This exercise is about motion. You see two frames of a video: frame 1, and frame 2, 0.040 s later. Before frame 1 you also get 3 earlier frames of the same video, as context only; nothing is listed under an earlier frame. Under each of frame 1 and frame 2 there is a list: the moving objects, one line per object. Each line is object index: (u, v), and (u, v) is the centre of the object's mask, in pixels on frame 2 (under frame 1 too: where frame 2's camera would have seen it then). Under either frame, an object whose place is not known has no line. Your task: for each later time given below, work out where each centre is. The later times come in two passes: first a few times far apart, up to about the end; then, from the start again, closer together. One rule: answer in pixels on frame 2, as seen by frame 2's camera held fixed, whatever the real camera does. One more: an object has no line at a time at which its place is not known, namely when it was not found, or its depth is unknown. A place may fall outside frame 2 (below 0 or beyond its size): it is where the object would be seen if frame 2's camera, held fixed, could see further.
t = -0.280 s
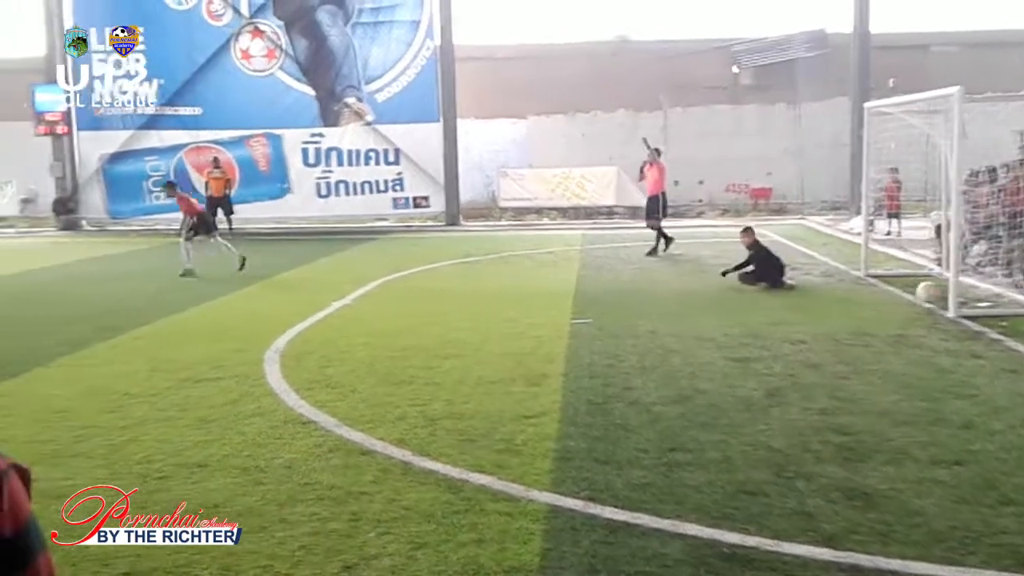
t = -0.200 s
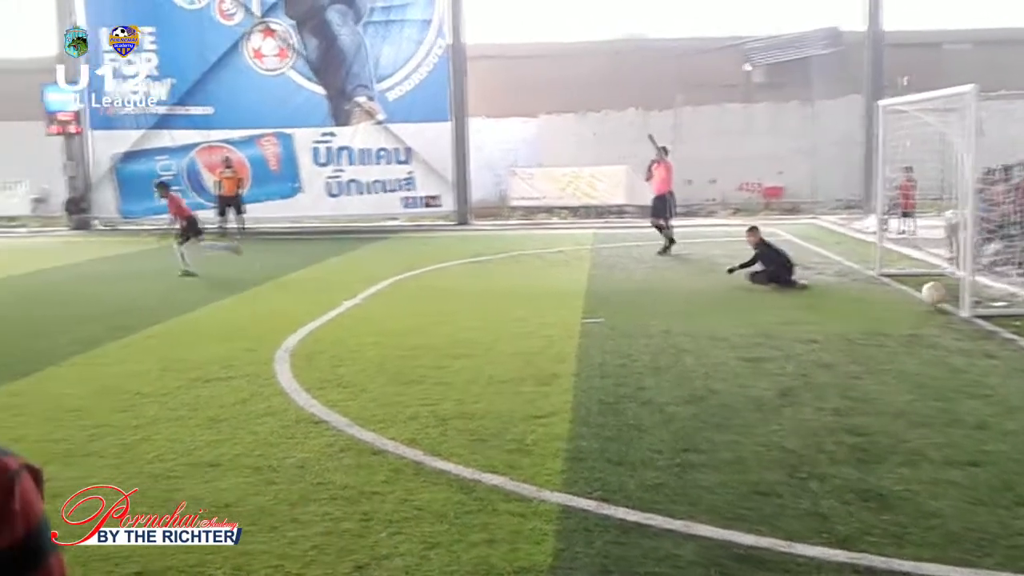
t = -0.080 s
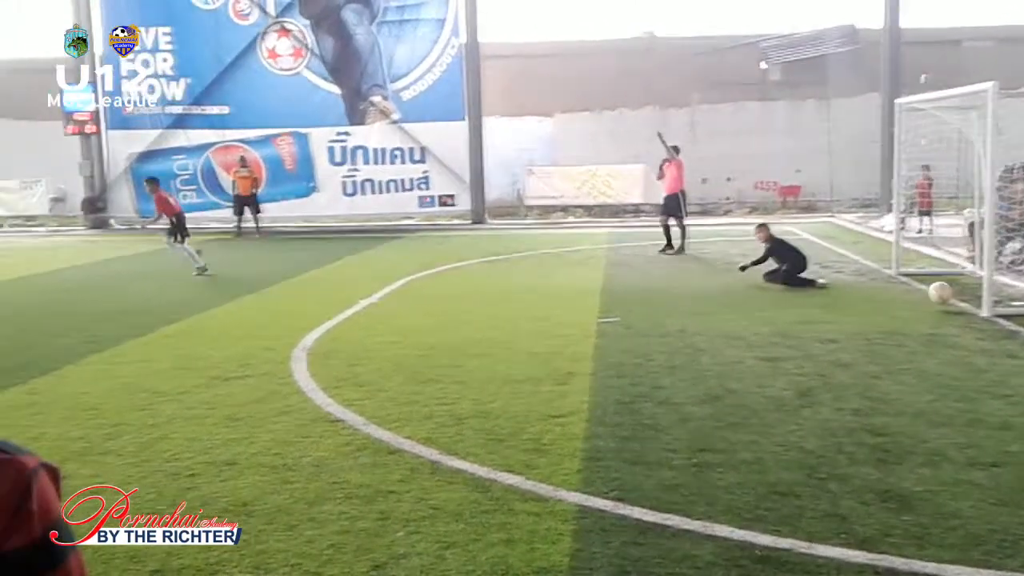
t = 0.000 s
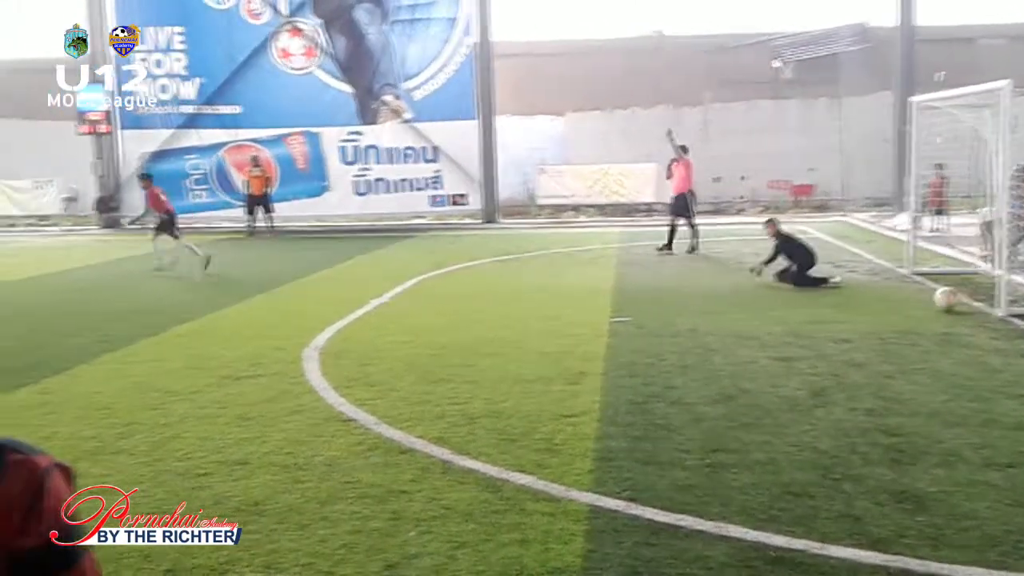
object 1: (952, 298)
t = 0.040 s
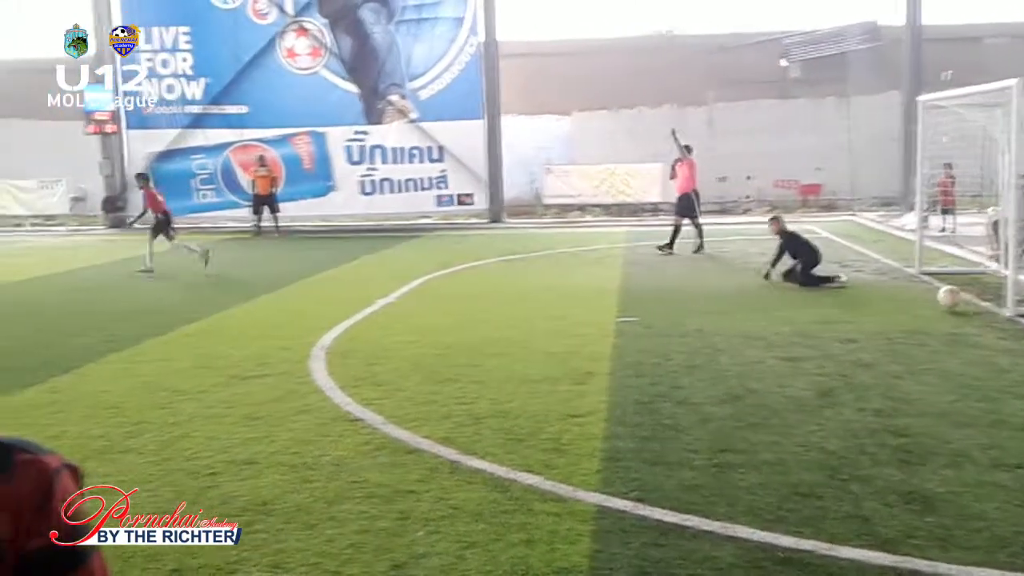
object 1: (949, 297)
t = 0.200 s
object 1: (935, 302)
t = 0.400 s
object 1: (916, 305)
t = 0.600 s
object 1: (895, 308)
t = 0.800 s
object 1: (876, 311)
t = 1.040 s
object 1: (854, 314)
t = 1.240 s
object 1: (836, 316)
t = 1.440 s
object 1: (819, 319)
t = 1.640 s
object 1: (803, 321)
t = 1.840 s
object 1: (787, 324)
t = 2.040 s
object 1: (774, 326)
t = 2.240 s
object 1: (760, 328)
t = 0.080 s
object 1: (946, 297)
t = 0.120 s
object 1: (941, 298)
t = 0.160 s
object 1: (939, 301)
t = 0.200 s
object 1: (935, 302)
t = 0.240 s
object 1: (932, 302)
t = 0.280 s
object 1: (928, 303)
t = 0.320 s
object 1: (923, 305)
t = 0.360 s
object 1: (919, 304)
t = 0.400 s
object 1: (916, 305)
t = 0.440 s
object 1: (912, 306)
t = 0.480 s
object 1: (909, 306)
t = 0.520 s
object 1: (904, 307)
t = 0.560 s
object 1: (900, 307)
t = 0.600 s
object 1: (895, 308)
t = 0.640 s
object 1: (892, 309)
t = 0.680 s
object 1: (889, 310)
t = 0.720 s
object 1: (885, 310)
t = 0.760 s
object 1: (880, 311)
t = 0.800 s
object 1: (876, 311)
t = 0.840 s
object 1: (873, 311)
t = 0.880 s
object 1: (870, 312)
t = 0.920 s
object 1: (866, 312)
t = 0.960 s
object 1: (862, 313)
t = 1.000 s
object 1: (858, 314)
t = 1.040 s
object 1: (854, 314)
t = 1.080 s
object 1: (851, 314)
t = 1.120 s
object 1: (848, 315)
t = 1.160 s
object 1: (844, 315)
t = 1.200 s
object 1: (840, 316)
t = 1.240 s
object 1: (836, 316)
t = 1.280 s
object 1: (833, 317)
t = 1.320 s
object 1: (828, 318)
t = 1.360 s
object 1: (825, 318)
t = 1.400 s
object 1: (822, 319)
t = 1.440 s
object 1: (819, 319)
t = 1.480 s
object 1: (815, 320)
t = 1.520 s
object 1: (811, 320)
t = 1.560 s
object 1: (809, 321)
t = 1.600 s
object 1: (806, 321)
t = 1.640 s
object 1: (803, 321)
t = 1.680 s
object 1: (800, 322)
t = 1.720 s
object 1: (797, 323)
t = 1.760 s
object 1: (794, 323)
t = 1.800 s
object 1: (791, 324)
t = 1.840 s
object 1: (787, 324)
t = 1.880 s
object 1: (784, 324)
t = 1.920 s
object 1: (782, 325)
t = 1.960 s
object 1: (779, 325)
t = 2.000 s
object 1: (777, 326)
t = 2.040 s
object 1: (774, 326)
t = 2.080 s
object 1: (771, 326)
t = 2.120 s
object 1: (769, 327)
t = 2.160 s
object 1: (767, 327)
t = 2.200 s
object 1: (764, 327)
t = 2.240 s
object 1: (760, 328)
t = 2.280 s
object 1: (758, 329)
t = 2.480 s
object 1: (747, 331)
